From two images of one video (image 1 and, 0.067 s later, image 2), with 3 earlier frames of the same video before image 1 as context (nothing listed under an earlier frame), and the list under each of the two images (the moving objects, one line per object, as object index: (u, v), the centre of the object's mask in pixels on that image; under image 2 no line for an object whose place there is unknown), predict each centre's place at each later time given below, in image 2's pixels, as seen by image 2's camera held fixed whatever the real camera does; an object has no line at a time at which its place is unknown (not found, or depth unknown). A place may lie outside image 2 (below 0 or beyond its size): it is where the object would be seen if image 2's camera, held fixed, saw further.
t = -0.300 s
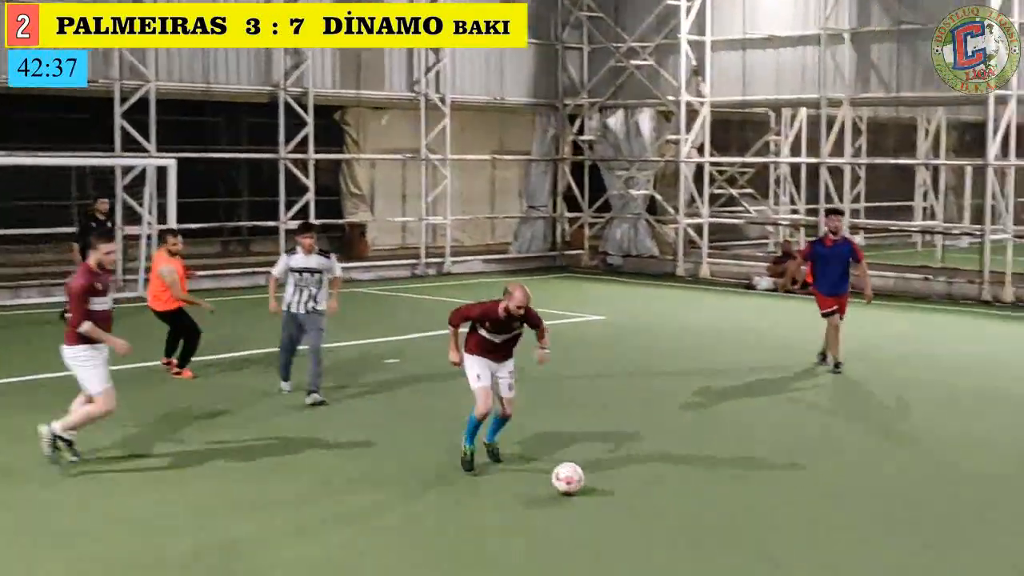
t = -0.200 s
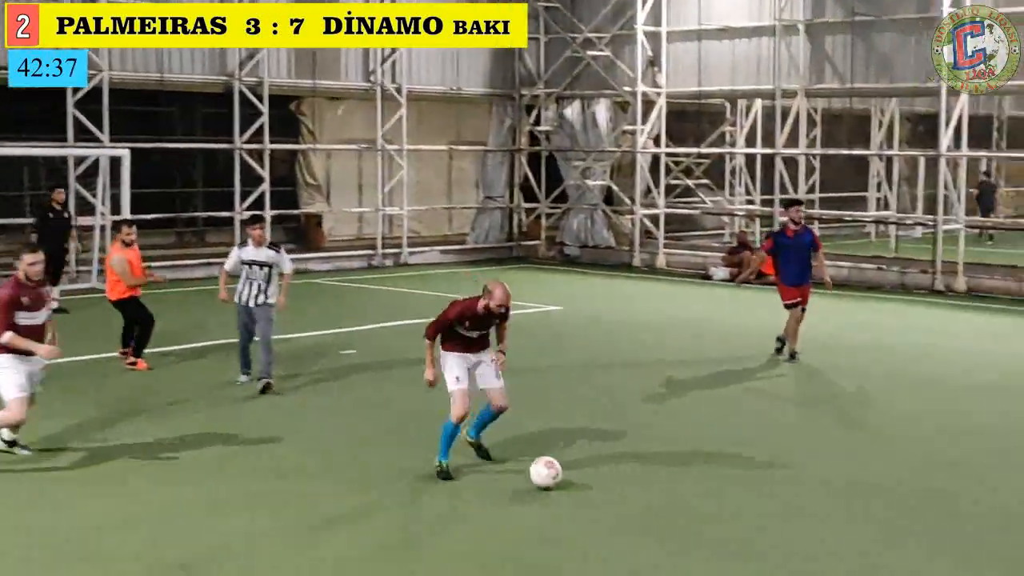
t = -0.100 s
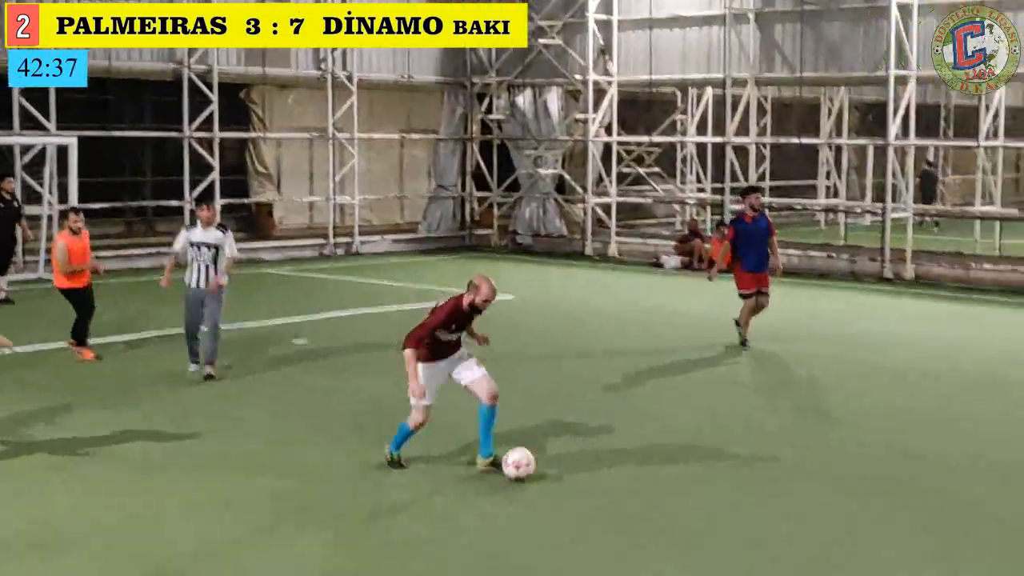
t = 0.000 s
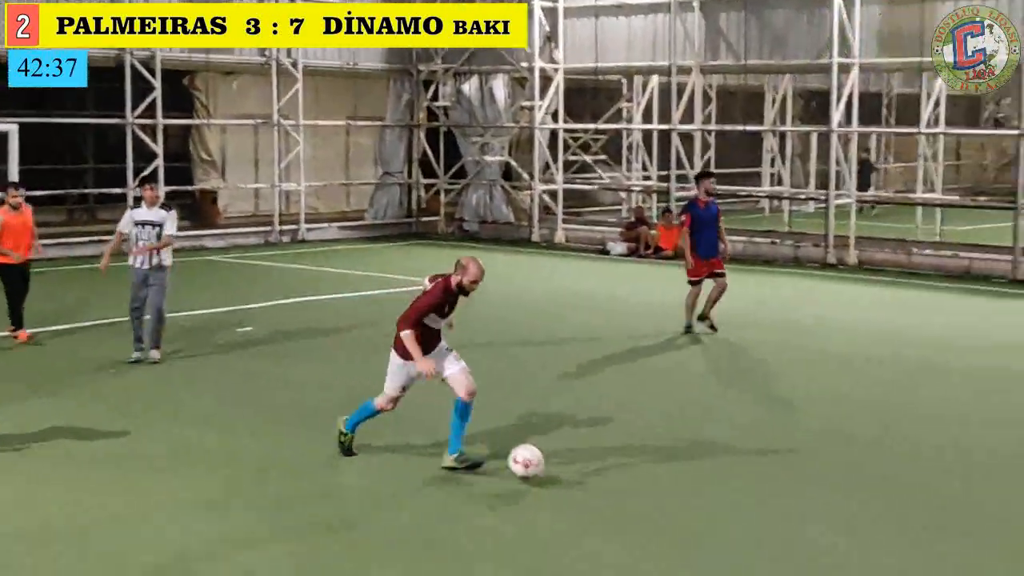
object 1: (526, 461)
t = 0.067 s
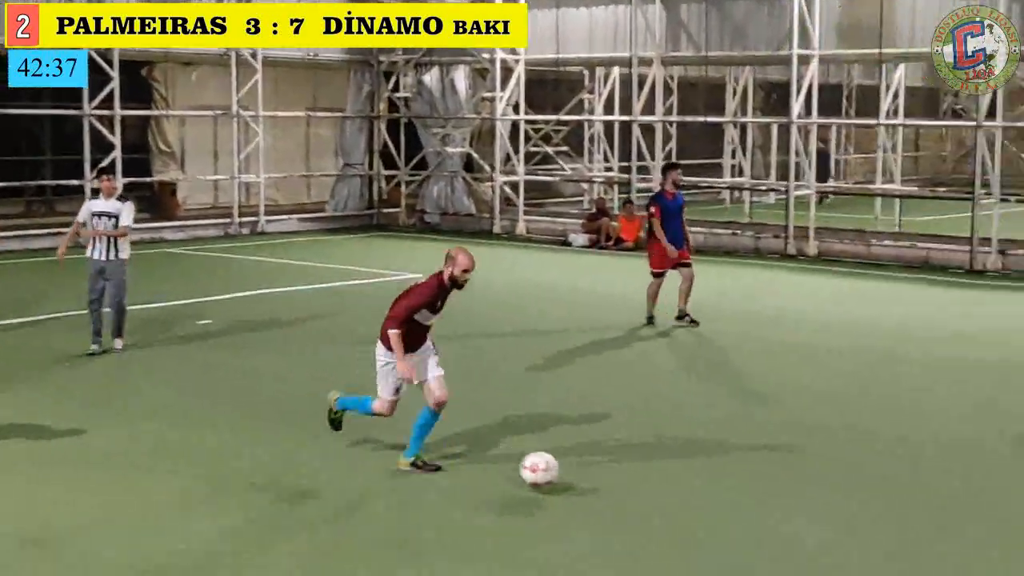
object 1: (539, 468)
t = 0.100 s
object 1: (566, 481)
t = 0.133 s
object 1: (593, 492)
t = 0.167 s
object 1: (613, 494)
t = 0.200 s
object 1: (633, 497)
